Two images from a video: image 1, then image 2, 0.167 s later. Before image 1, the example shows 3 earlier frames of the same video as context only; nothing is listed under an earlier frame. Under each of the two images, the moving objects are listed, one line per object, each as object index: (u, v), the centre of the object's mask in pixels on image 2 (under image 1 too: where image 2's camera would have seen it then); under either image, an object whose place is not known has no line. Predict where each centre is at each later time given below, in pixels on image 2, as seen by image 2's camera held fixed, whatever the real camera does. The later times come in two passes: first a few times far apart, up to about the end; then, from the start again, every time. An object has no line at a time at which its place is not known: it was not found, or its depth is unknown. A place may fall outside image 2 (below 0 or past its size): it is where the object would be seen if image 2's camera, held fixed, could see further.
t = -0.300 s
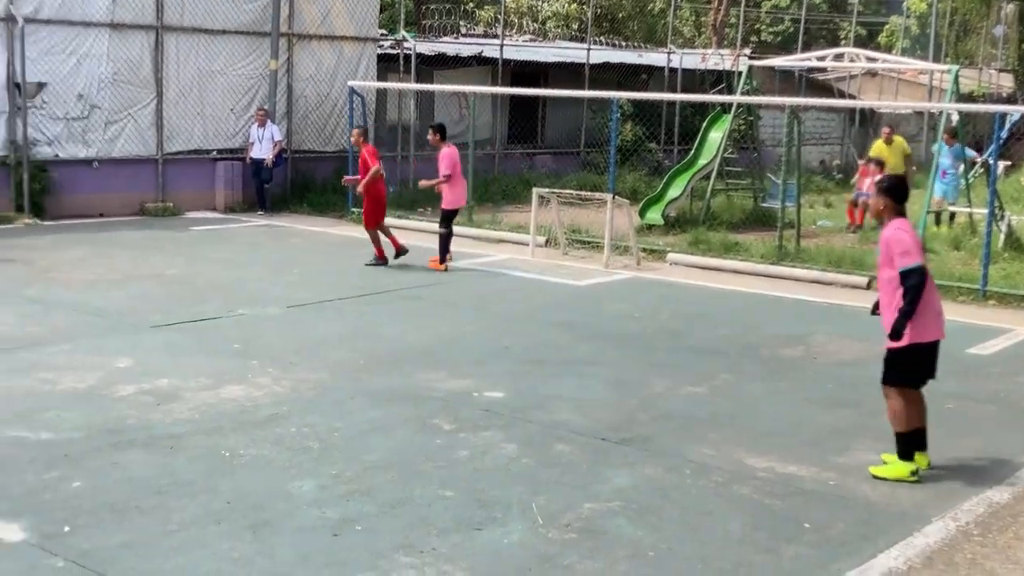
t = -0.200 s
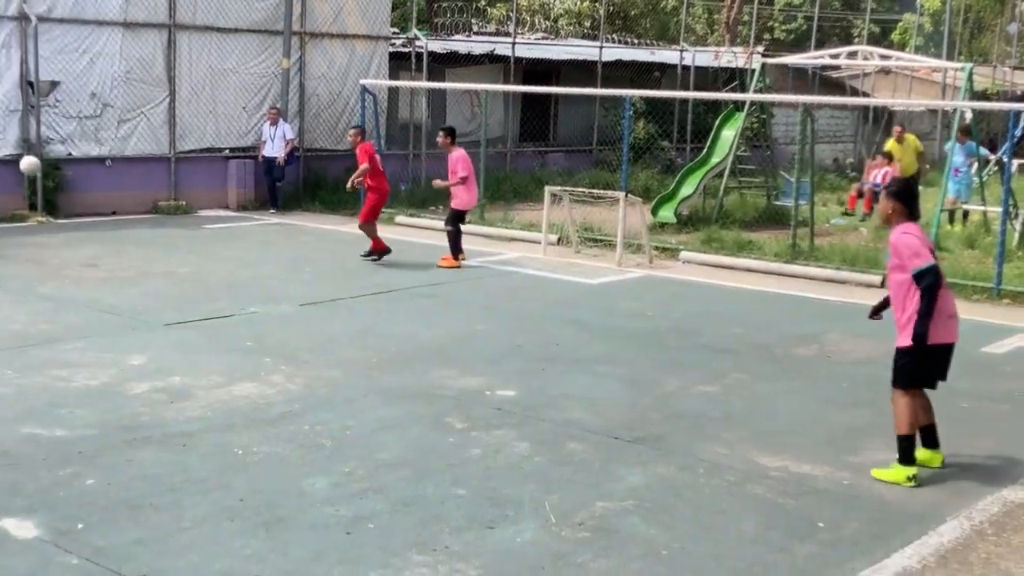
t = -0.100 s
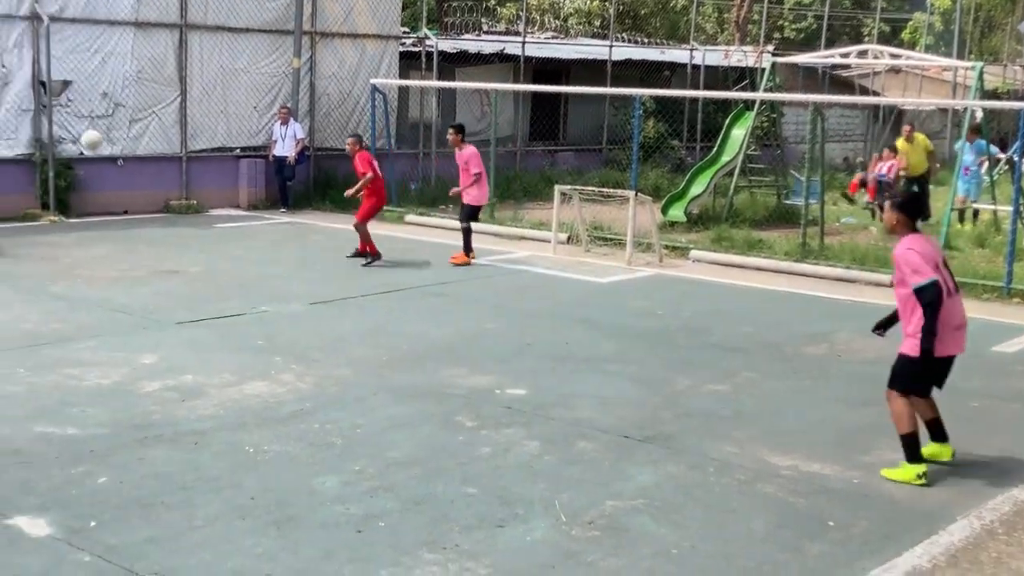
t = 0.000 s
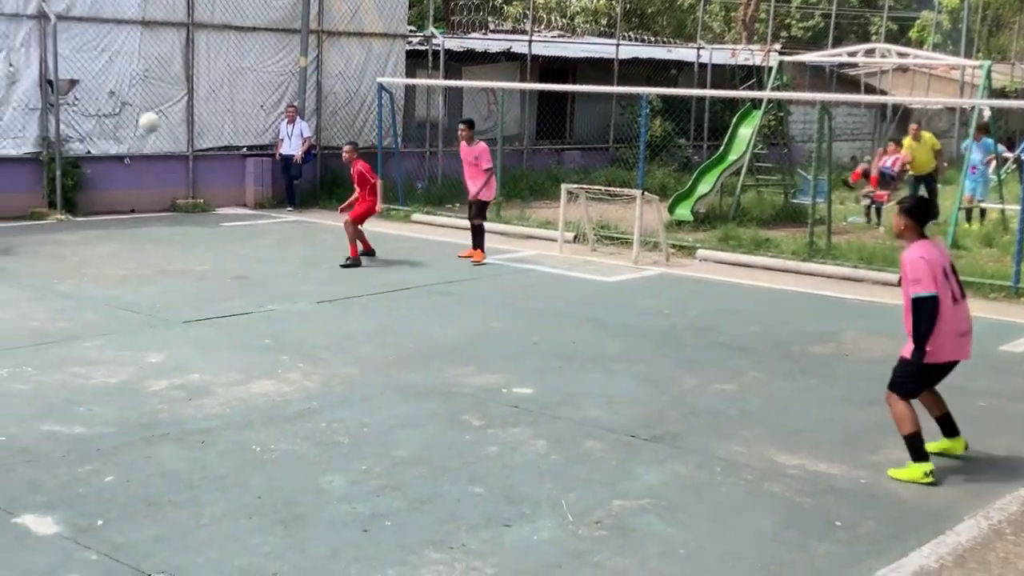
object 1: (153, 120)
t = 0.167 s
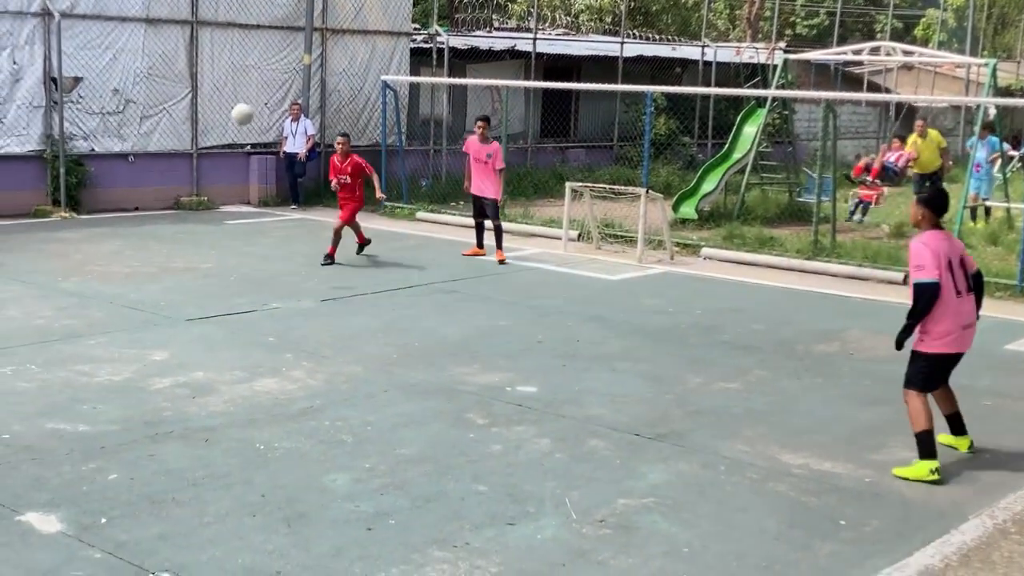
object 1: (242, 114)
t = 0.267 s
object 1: (298, 124)
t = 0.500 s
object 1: (432, 192)
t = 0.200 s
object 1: (259, 116)
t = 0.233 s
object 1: (278, 119)
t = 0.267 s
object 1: (298, 124)
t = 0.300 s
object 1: (315, 129)
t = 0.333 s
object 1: (335, 137)
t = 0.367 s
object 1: (354, 145)
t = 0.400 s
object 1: (373, 155)
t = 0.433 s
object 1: (393, 166)
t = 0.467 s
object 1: (413, 178)
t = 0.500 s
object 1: (432, 192)
